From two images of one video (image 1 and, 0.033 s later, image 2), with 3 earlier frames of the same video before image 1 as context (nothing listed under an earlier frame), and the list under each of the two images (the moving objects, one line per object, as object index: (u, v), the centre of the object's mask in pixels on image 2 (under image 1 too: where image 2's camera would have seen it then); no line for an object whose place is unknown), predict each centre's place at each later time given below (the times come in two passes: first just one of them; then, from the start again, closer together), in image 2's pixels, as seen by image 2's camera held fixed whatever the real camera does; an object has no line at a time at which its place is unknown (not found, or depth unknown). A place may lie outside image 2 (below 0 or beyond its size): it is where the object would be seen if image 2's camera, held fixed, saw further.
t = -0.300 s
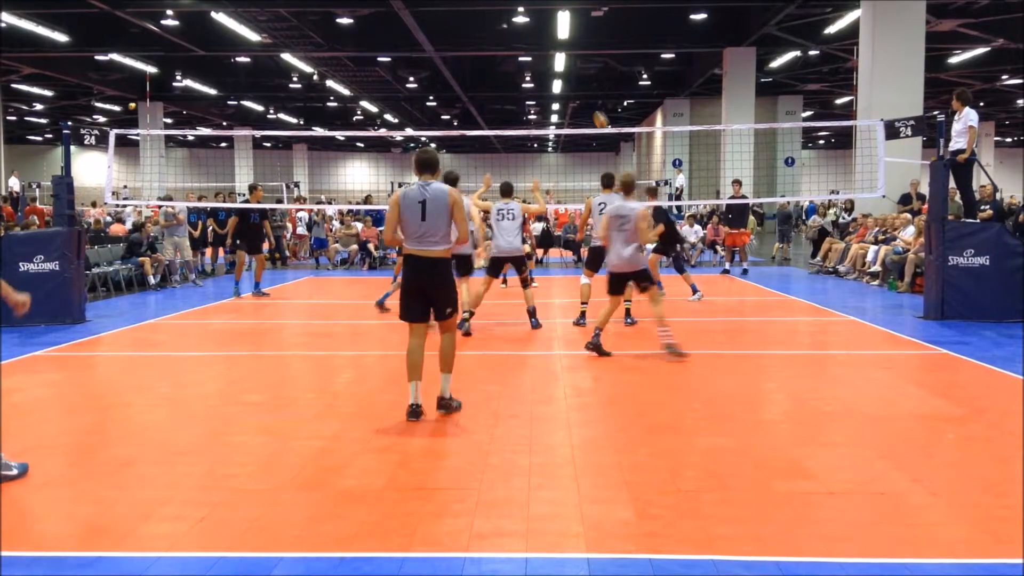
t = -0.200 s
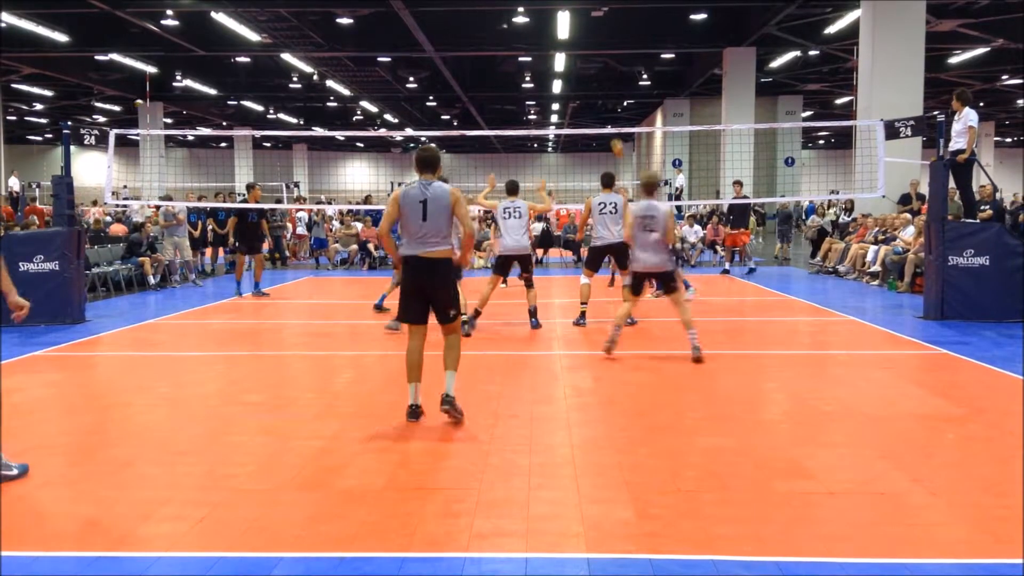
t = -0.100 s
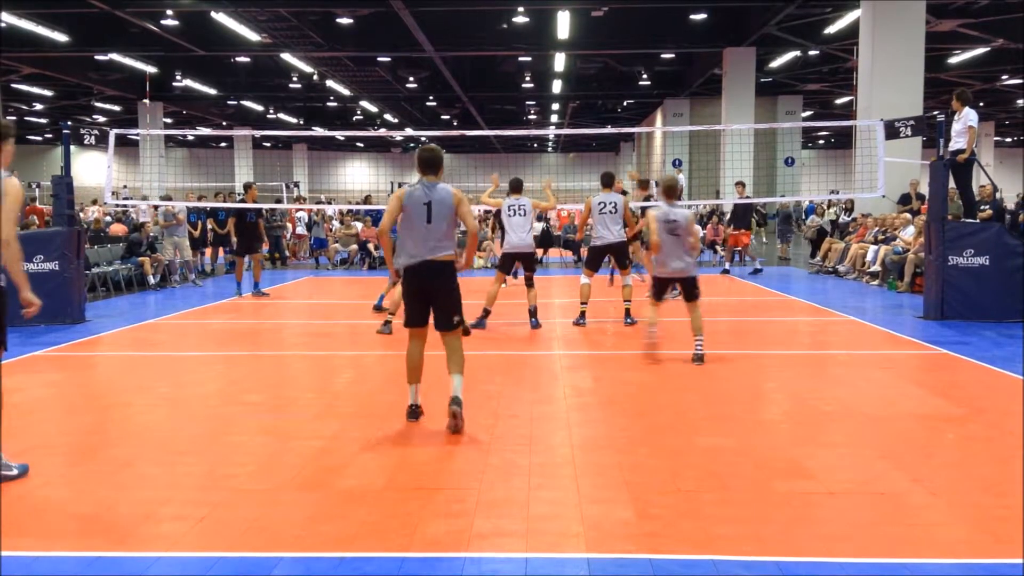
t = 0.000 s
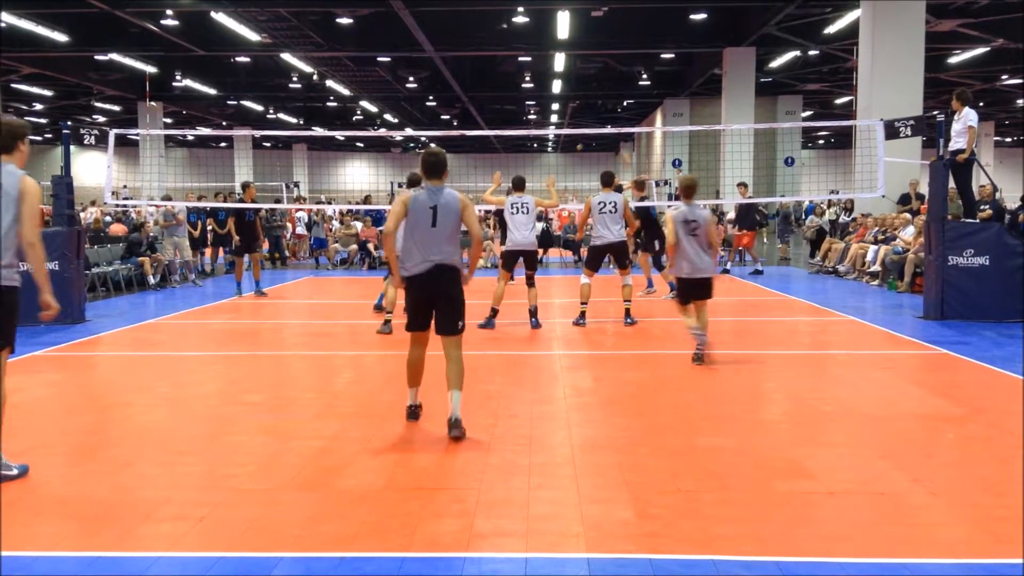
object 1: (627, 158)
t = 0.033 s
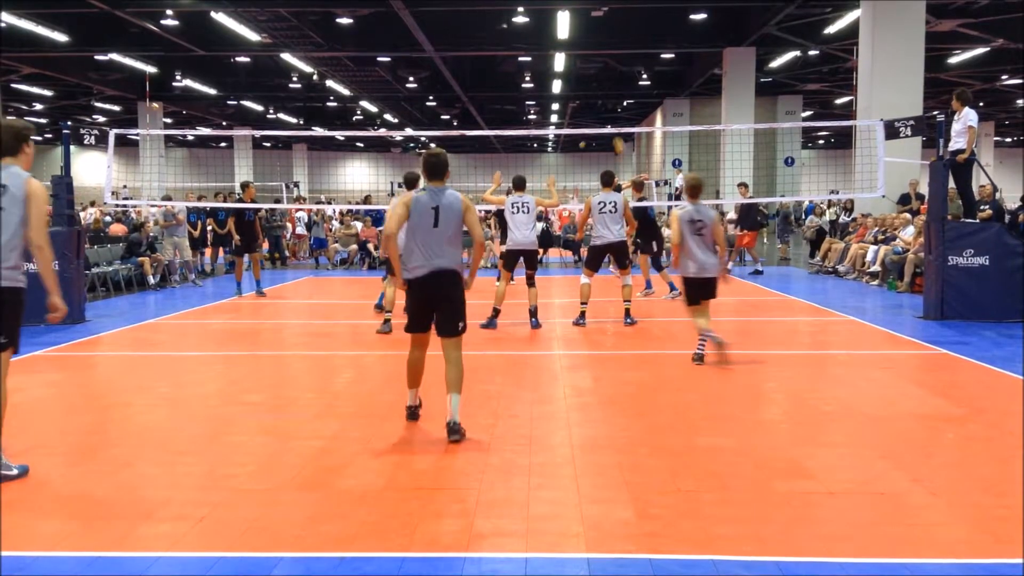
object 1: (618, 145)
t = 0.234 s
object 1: (582, 87)
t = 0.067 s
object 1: (614, 139)
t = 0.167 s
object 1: (595, 105)
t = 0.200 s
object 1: (589, 96)
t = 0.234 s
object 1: (582, 87)
